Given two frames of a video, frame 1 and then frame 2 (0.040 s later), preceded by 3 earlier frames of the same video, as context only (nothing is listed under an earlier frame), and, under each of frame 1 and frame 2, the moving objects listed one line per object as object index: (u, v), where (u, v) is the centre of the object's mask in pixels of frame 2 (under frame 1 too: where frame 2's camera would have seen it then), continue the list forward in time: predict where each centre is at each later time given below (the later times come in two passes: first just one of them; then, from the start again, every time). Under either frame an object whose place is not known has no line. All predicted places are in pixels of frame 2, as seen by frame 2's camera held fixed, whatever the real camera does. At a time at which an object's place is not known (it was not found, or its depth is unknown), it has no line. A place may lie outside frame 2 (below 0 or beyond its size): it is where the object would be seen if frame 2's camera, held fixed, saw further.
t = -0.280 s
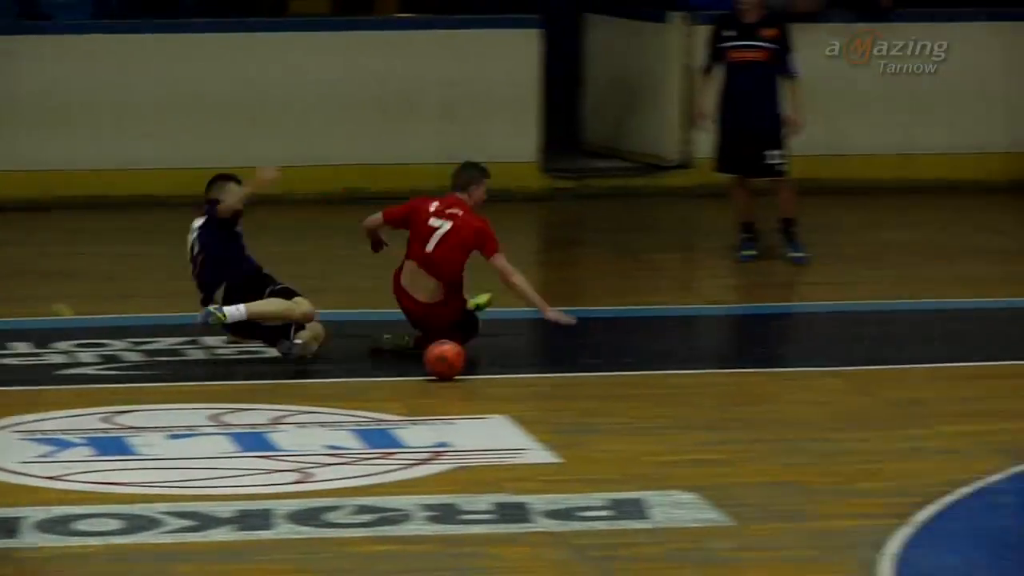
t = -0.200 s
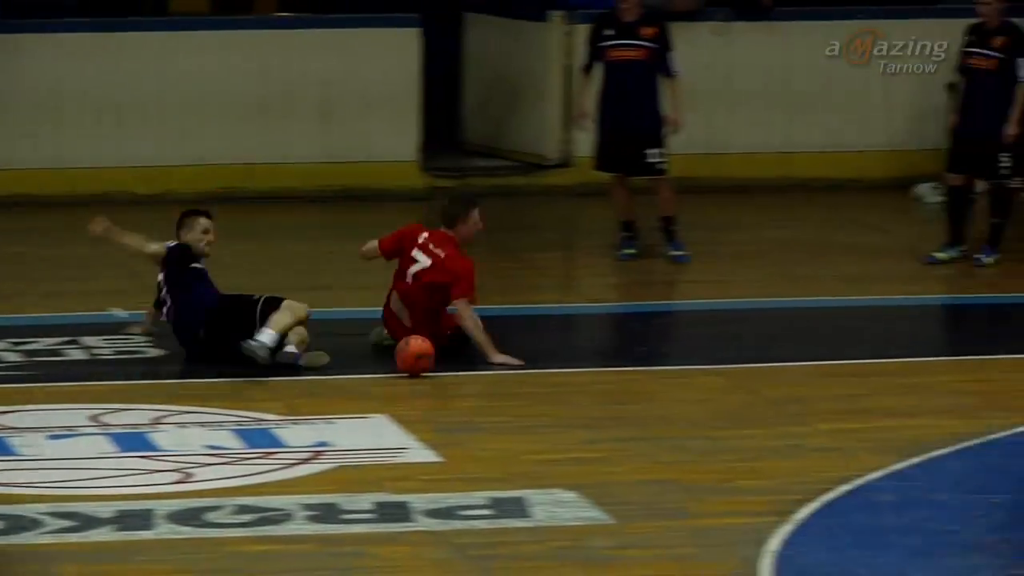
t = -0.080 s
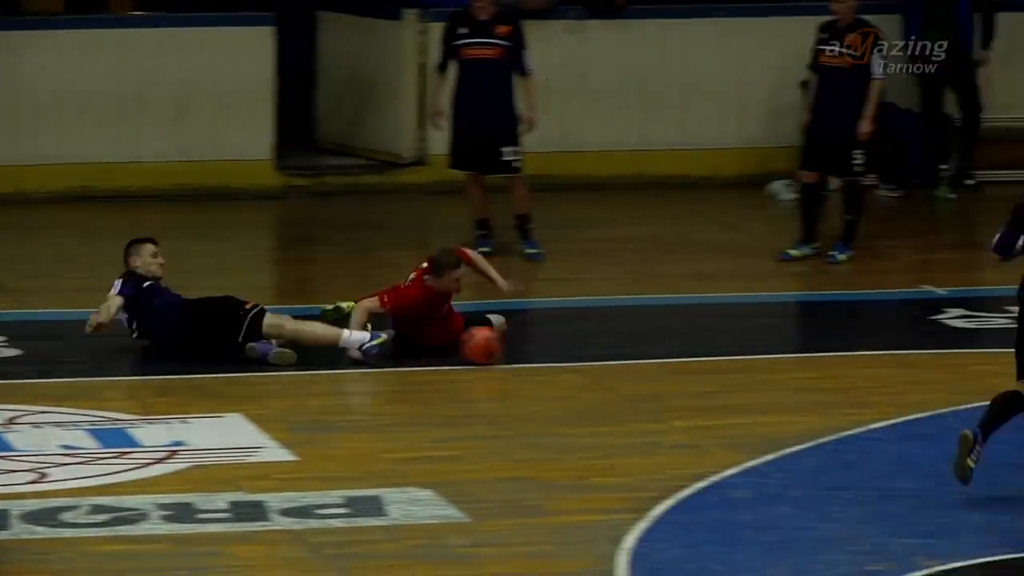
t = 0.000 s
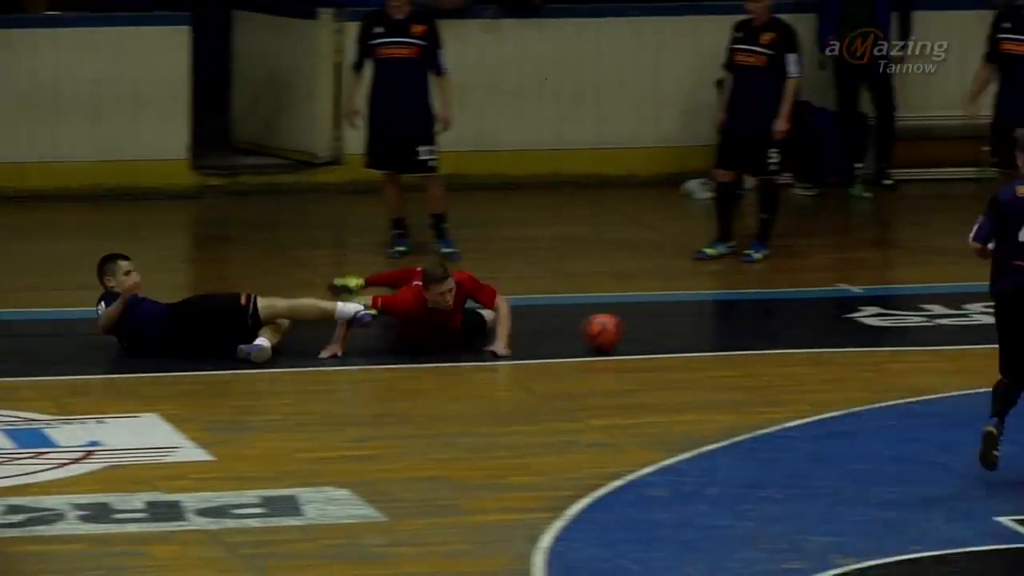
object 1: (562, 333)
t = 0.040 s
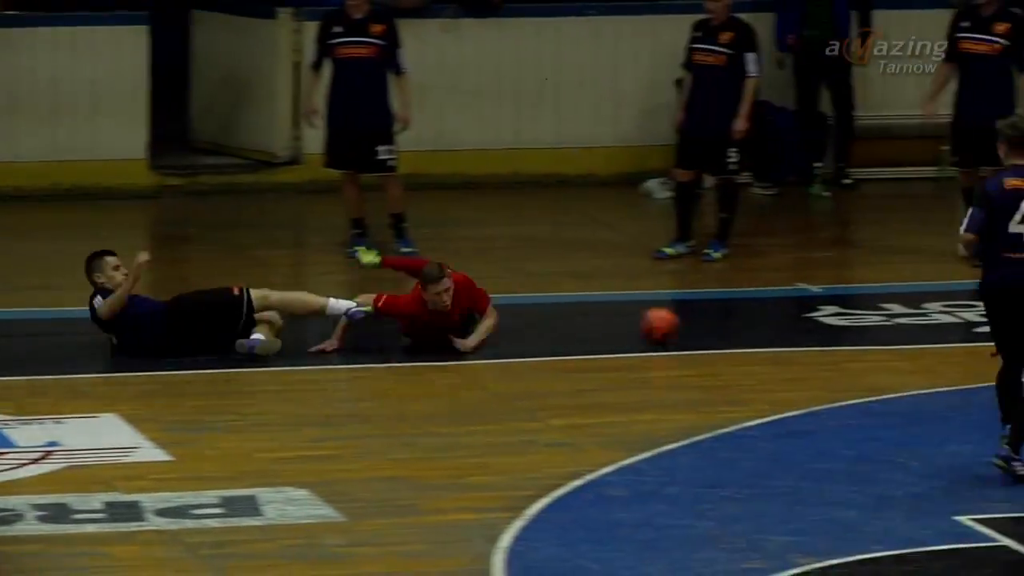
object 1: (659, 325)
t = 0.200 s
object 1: (1023, 309)
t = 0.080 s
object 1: (752, 321)
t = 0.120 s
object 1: (843, 314)
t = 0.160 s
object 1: (934, 315)
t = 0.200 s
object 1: (1023, 309)
